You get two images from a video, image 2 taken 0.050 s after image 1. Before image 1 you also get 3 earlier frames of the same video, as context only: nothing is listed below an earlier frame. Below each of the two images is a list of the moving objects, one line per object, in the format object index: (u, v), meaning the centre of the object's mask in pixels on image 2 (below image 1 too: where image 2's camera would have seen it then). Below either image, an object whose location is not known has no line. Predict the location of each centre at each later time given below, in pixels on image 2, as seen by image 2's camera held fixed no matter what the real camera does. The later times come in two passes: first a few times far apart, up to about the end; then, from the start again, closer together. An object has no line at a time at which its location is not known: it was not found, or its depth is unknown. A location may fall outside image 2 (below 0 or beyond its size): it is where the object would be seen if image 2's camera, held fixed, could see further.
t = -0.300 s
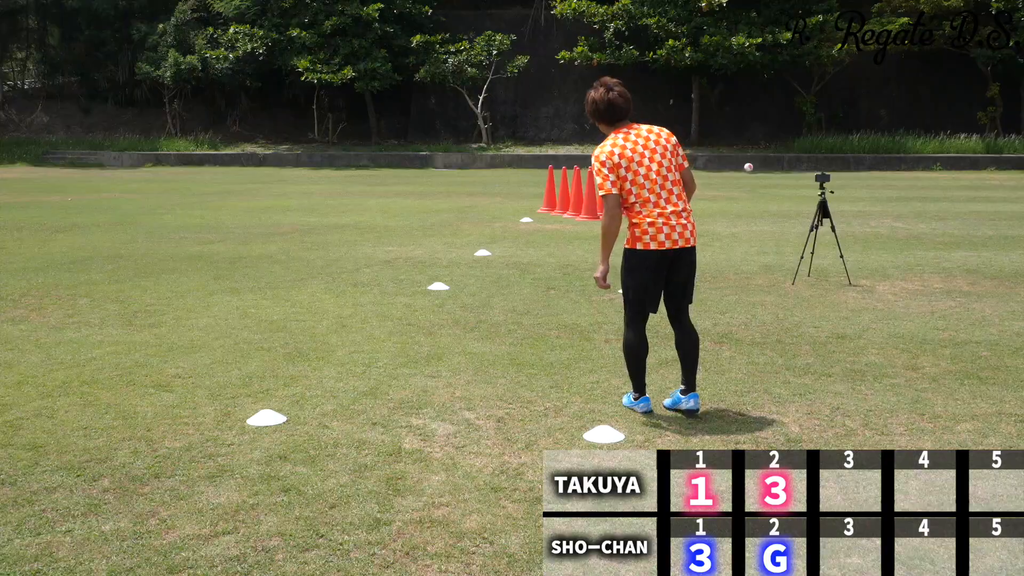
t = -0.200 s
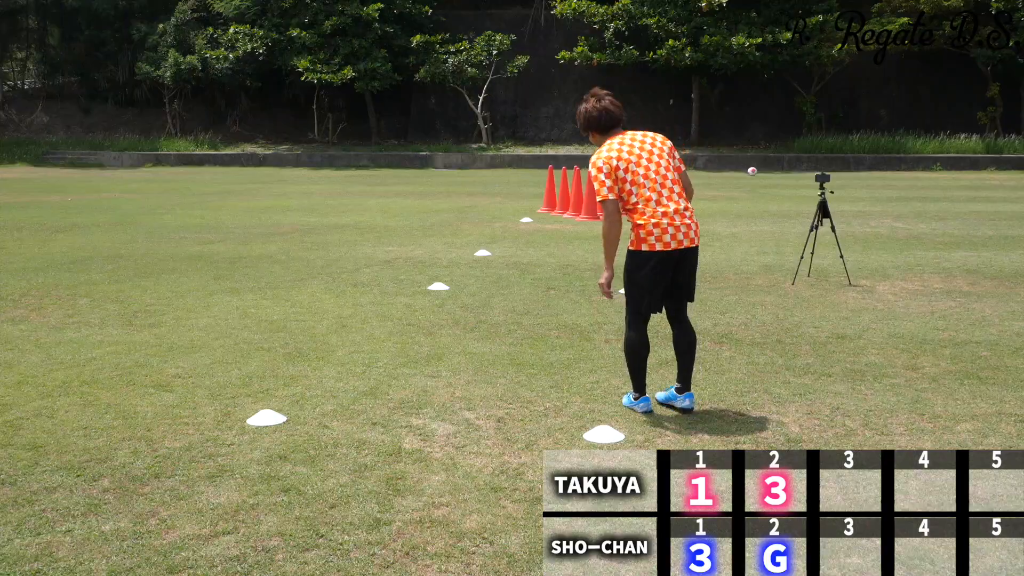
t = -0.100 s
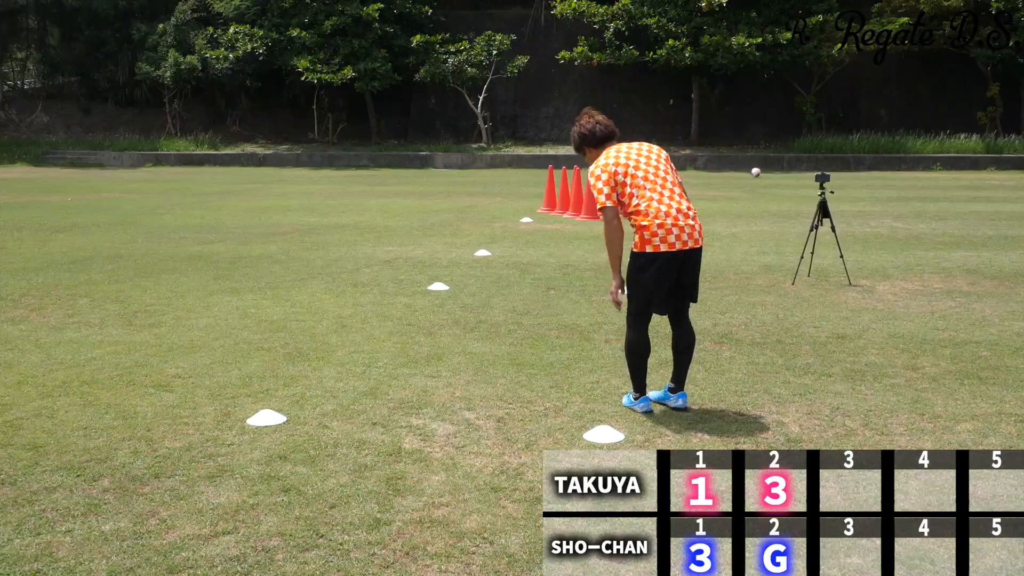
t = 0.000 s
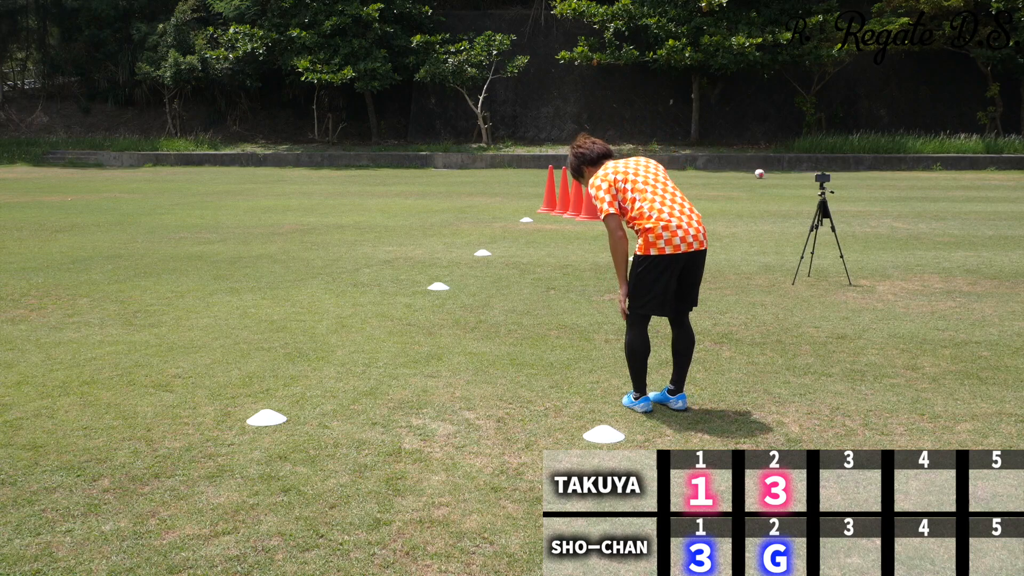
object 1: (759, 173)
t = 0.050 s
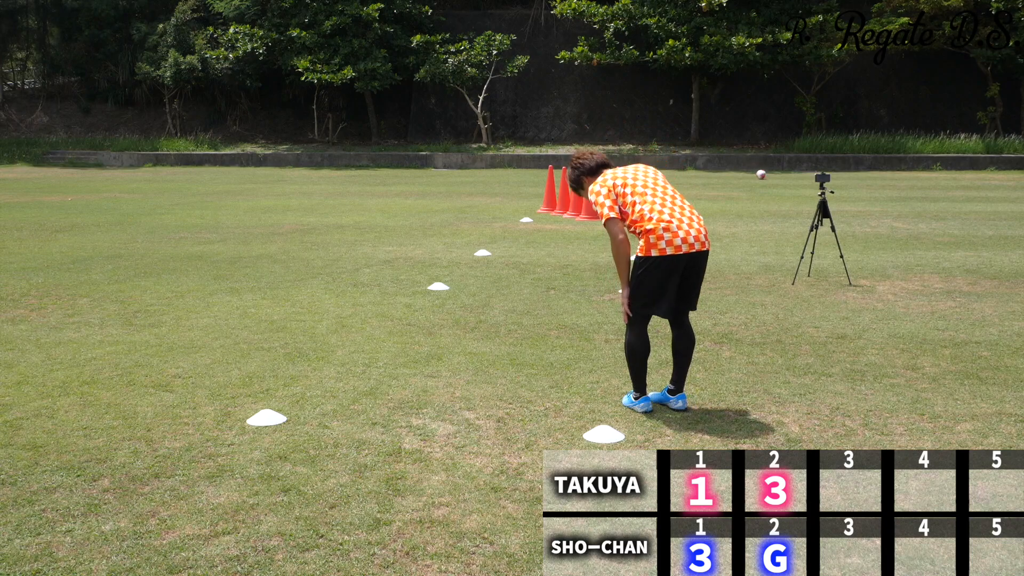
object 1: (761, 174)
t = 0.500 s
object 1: (777, 180)
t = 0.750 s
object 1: (787, 183)
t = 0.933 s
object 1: (795, 186)
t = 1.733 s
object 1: (836, 197)
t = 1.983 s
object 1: (850, 202)
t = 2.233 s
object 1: (866, 208)
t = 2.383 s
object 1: (875, 209)
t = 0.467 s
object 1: (776, 180)
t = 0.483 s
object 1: (776, 180)
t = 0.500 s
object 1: (777, 180)
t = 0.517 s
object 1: (778, 180)
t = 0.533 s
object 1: (778, 180)
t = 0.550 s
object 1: (779, 181)
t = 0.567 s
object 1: (779, 181)
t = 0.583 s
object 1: (780, 182)
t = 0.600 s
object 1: (781, 182)
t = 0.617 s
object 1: (781, 182)
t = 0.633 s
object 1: (782, 181)
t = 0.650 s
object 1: (783, 181)
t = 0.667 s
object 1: (783, 181)
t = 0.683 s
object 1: (784, 181)
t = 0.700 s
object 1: (785, 181)
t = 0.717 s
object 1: (785, 181)
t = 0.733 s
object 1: (786, 181)
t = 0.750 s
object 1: (787, 183)
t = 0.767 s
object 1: (788, 183)
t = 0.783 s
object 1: (788, 184)
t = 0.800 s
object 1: (789, 185)
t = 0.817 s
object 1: (789, 184)
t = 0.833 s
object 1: (790, 184)
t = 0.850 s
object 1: (791, 184)
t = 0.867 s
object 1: (792, 184)
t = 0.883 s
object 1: (792, 184)
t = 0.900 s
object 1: (793, 185)
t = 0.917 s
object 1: (794, 186)
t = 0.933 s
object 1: (795, 186)
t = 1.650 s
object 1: (830, 195)
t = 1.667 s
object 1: (831, 195)
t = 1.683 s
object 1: (832, 195)
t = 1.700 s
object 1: (834, 195)
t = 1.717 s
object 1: (835, 196)
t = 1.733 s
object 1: (836, 197)
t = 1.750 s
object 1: (836, 198)
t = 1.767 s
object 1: (837, 199)
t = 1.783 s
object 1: (839, 200)
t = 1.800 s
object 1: (839, 200)
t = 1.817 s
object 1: (840, 200)
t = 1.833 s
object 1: (842, 200)
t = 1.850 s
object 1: (842, 200)
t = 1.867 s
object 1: (843, 200)
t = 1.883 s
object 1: (844, 200)
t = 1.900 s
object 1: (845, 201)
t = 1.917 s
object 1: (846, 202)
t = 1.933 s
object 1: (847, 202)
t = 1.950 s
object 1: (848, 203)
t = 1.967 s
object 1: (849, 202)
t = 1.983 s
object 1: (850, 202)
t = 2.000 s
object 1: (851, 202)
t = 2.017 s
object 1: (852, 202)
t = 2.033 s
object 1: (853, 203)
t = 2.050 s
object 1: (854, 203)
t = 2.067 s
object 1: (856, 203)
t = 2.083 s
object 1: (856, 204)
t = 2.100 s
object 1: (858, 205)
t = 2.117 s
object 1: (859, 206)
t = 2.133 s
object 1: (860, 206)
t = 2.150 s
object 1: (861, 206)
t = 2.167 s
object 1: (862, 206)
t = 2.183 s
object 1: (863, 206)
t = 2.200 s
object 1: (864, 206)
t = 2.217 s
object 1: (864, 207)
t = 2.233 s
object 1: (866, 208)
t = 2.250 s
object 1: (867, 208)
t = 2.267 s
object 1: (868, 209)
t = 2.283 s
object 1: (869, 209)
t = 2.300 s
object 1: (870, 208)
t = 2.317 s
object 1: (871, 208)
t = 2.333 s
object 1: (872, 208)
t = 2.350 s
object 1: (873, 208)
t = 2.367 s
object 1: (874, 208)
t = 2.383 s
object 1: (875, 209)
